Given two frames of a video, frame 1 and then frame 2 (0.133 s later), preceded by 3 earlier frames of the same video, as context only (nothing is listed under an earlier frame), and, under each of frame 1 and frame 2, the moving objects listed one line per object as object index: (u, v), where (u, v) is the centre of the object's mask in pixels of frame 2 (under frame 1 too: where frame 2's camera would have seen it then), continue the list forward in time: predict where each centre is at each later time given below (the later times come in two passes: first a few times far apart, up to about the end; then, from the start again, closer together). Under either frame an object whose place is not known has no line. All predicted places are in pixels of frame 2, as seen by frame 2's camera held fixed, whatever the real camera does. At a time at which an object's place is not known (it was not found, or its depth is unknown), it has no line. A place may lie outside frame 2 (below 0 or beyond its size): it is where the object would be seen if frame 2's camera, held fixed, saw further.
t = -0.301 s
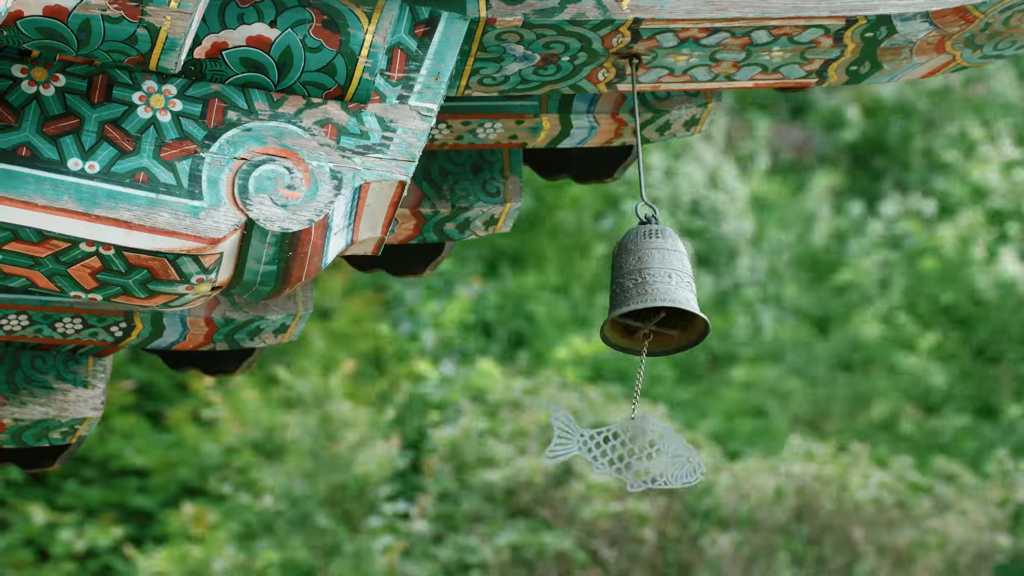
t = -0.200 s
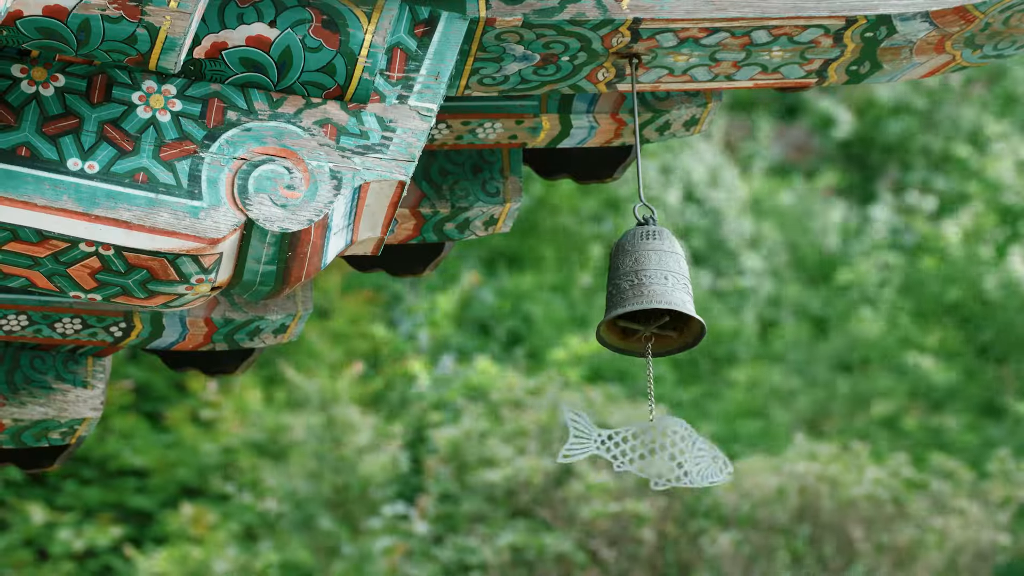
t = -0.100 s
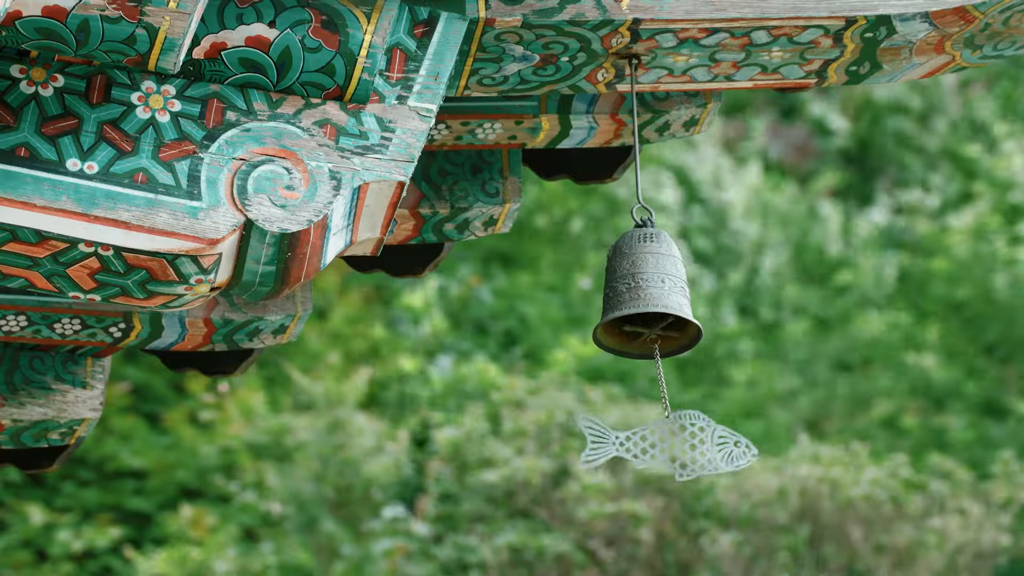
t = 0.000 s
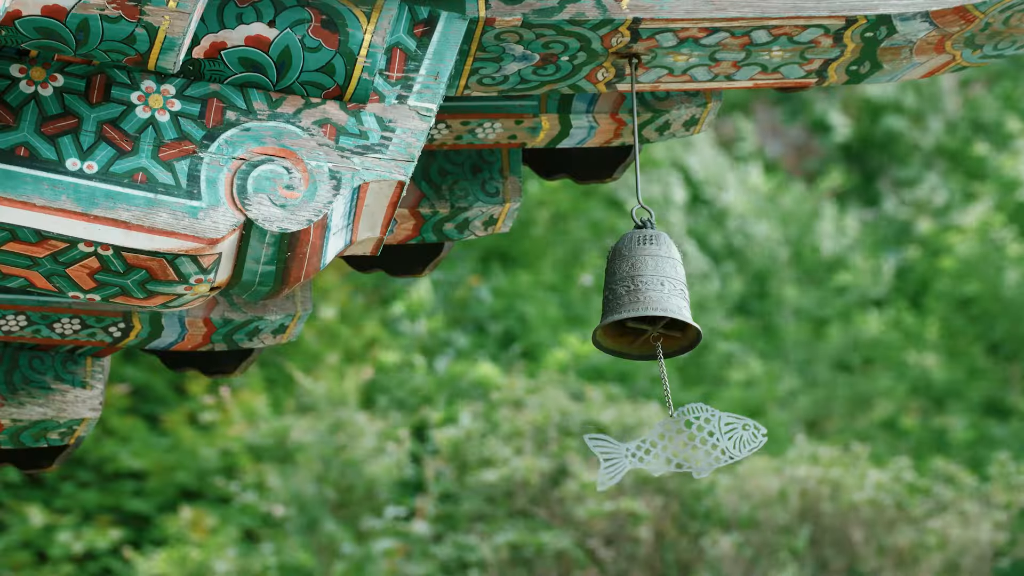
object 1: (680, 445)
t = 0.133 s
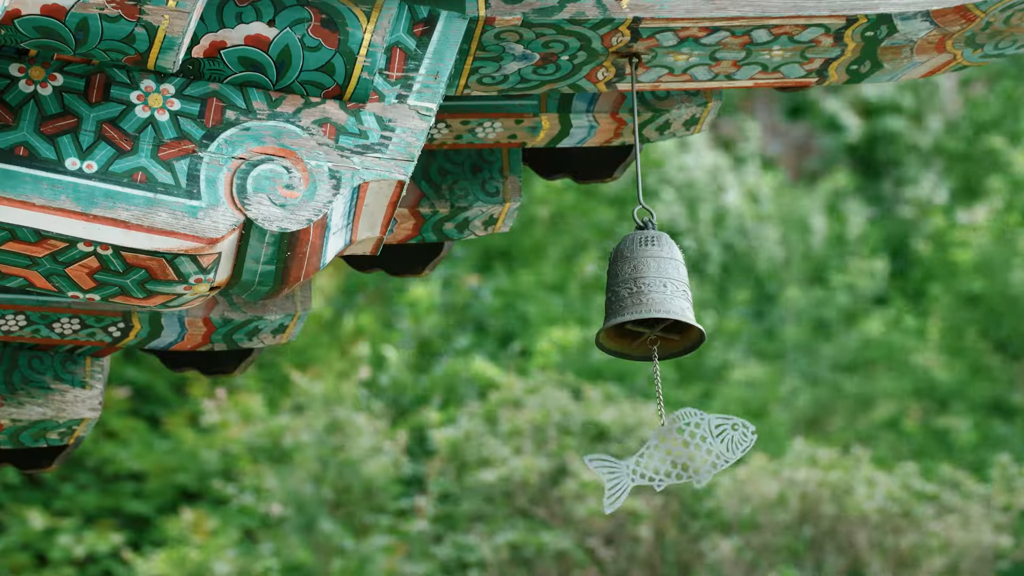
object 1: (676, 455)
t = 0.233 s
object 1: (661, 463)
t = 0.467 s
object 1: (620, 456)
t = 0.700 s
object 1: (629, 434)
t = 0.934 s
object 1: (636, 437)
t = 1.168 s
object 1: (619, 455)
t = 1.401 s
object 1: (625, 455)
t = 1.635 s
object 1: (632, 439)
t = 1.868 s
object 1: (622, 437)
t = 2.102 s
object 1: (639, 457)
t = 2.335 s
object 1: (674, 461)
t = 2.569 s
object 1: (668, 463)
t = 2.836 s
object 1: (648, 463)
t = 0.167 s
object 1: (671, 457)
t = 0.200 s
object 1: (667, 461)
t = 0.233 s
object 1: (661, 463)
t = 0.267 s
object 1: (654, 463)
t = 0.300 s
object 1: (648, 462)
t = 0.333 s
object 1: (641, 460)
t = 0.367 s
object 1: (633, 458)
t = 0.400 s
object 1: (627, 457)
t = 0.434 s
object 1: (622, 456)
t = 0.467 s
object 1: (620, 456)
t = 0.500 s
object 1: (618, 454)
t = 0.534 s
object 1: (617, 452)
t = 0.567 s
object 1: (618, 449)
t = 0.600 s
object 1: (621, 446)
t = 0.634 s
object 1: (623, 442)
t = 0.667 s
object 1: (626, 438)
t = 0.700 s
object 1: (629, 434)
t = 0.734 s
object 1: (632, 432)
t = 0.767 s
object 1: (633, 430)
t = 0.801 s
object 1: (634, 430)
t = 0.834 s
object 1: (635, 431)
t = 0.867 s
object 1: (636, 432)
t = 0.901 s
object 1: (636, 434)
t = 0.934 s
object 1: (636, 437)
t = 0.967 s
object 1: (634, 440)
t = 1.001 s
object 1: (633, 443)
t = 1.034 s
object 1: (630, 446)
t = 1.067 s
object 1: (627, 450)
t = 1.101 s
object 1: (624, 452)
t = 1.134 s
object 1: (621, 453)
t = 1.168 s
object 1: (619, 455)
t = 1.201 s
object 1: (616, 455)
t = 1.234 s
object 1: (615, 455)
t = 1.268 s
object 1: (615, 456)
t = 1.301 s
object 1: (617, 456)
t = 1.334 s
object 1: (619, 456)
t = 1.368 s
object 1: (622, 456)
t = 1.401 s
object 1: (625, 455)
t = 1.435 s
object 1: (628, 454)
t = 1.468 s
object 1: (630, 452)
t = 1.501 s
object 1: (632, 450)
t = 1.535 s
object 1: (632, 447)
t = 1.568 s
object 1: (633, 445)
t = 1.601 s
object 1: (633, 442)
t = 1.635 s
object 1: (632, 439)
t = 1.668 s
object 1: (631, 437)
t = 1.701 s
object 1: (629, 435)
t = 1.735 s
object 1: (627, 434)
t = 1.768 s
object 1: (625, 434)
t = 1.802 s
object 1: (623, 434)
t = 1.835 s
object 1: (622, 436)
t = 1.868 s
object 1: (622, 437)
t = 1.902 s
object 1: (622, 440)
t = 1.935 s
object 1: (623, 443)
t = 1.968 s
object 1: (625, 447)
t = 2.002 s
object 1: (627, 448)
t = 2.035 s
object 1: (630, 453)
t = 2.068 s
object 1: (634, 455)
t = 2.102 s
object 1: (639, 457)
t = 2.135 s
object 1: (644, 459)
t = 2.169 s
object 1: (650, 459)
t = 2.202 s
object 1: (655, 461)
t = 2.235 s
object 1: (661, 461)
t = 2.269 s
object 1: (666, 462)
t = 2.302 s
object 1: (671, 461)
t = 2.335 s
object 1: (674, 461)
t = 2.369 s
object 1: (675, 462)
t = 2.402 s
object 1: (676, 461)
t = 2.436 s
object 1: (676, 461)
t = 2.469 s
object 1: (674, 462)
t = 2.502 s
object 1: (673, 462)
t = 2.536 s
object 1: (671, 462)
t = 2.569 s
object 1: (668, 463)
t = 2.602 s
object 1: (666, 464)
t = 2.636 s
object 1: (663, 464)
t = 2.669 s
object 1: (660, 464)
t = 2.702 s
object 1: (657, 464)
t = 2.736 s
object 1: (654, 464)
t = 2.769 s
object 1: (652, 464)
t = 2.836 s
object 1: (648, 463)
